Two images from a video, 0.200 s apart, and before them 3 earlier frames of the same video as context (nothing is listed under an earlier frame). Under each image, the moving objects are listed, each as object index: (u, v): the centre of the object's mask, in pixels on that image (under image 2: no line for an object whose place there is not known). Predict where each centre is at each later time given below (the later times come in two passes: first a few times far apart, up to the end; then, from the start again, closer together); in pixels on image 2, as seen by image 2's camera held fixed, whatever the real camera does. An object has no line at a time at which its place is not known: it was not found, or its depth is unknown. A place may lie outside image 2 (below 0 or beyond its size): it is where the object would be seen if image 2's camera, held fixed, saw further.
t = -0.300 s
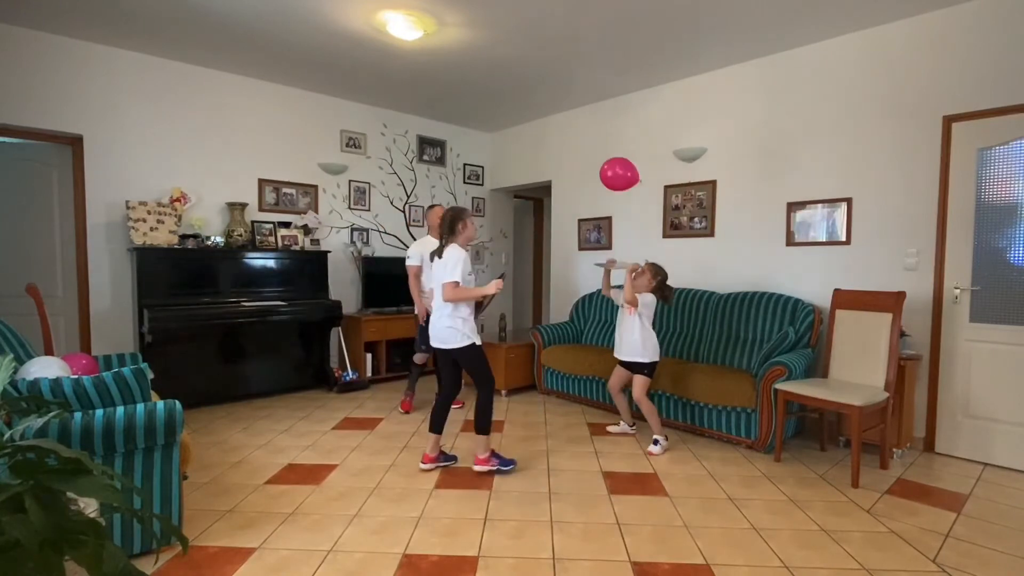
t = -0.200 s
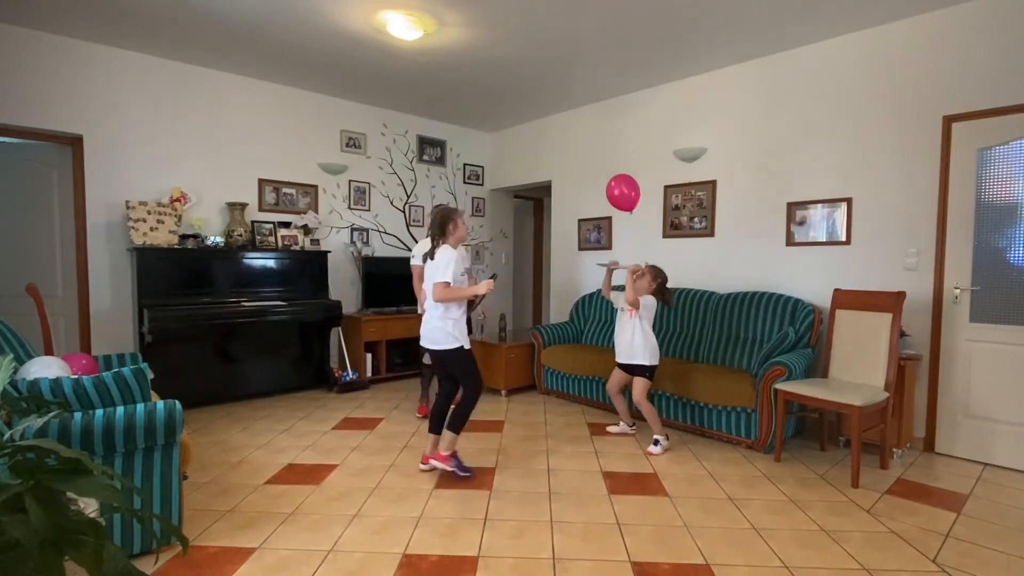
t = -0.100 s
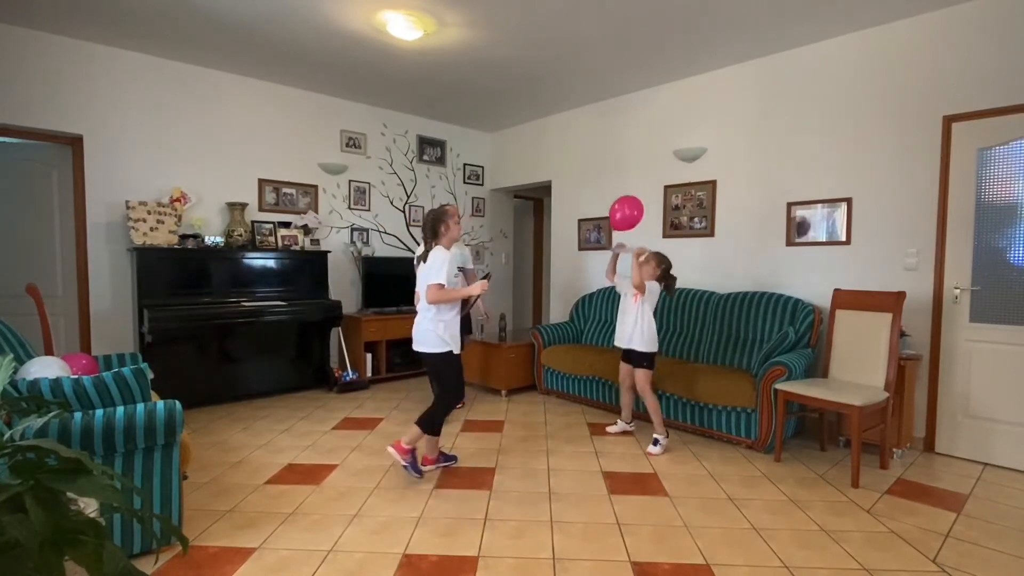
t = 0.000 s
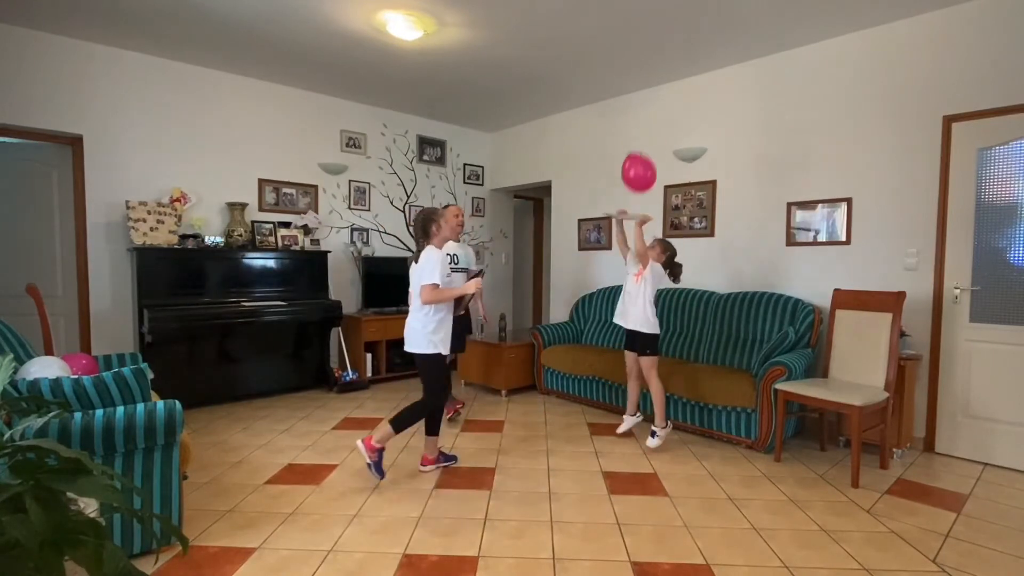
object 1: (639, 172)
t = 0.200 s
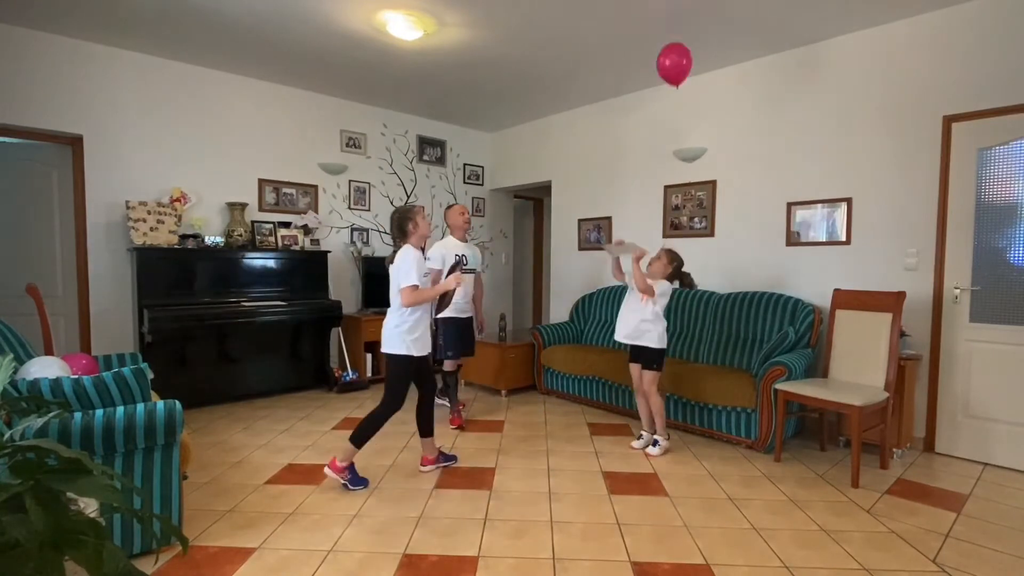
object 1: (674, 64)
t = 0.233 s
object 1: (678, 54)
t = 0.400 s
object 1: (687, 28)
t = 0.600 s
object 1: (697, 50)
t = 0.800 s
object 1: (703, 77)
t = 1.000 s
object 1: (705, 120)
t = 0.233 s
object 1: (678, 54)
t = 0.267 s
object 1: (680, 45)
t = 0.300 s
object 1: (683, 39)
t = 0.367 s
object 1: (686, 30)
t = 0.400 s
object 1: (687, 28)
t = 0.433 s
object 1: (689, 32)
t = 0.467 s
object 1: (690, 35)
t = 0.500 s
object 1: (692, 39)
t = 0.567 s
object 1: (695, 46)
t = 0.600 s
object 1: (697, 50)
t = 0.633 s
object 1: (698, 53)
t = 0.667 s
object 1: (699, 57)
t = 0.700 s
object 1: (700, 62)
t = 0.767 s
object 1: (702, 72)
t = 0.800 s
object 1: (703, 77)
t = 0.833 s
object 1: (704, 83)
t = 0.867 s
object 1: (704, 90)
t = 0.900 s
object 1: (704, 97)
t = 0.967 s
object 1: (705, 112)
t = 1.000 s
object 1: (705, 120)
